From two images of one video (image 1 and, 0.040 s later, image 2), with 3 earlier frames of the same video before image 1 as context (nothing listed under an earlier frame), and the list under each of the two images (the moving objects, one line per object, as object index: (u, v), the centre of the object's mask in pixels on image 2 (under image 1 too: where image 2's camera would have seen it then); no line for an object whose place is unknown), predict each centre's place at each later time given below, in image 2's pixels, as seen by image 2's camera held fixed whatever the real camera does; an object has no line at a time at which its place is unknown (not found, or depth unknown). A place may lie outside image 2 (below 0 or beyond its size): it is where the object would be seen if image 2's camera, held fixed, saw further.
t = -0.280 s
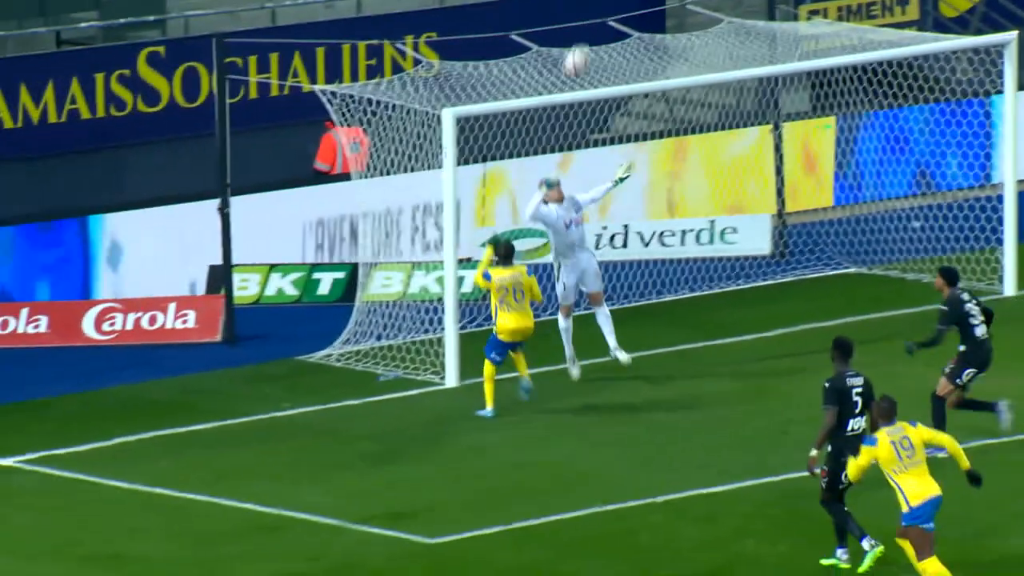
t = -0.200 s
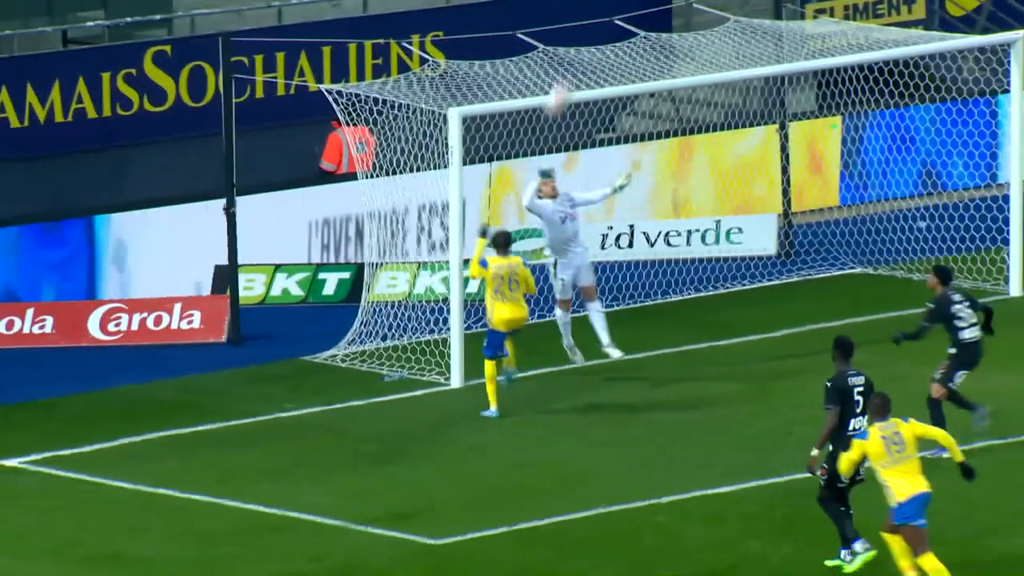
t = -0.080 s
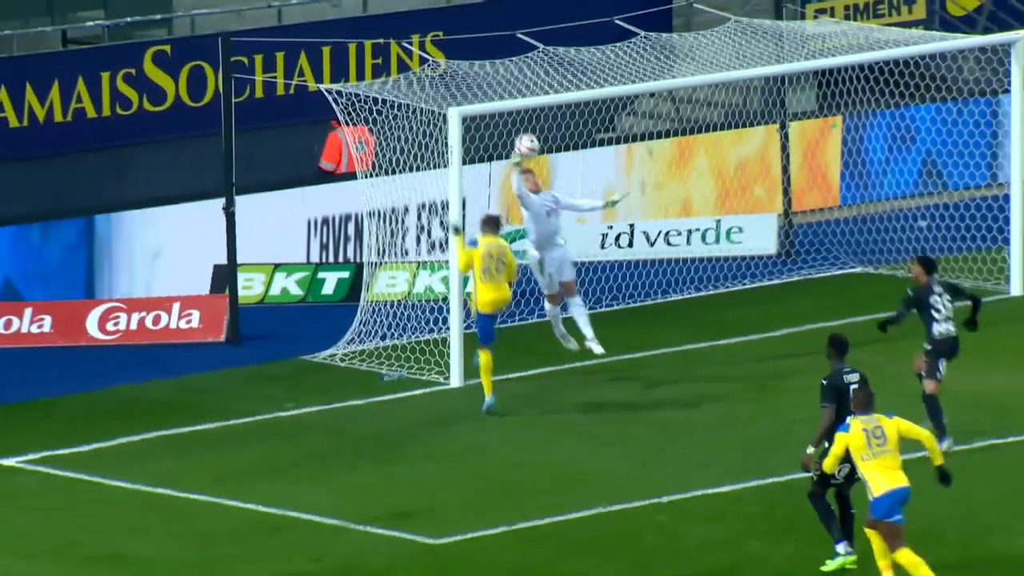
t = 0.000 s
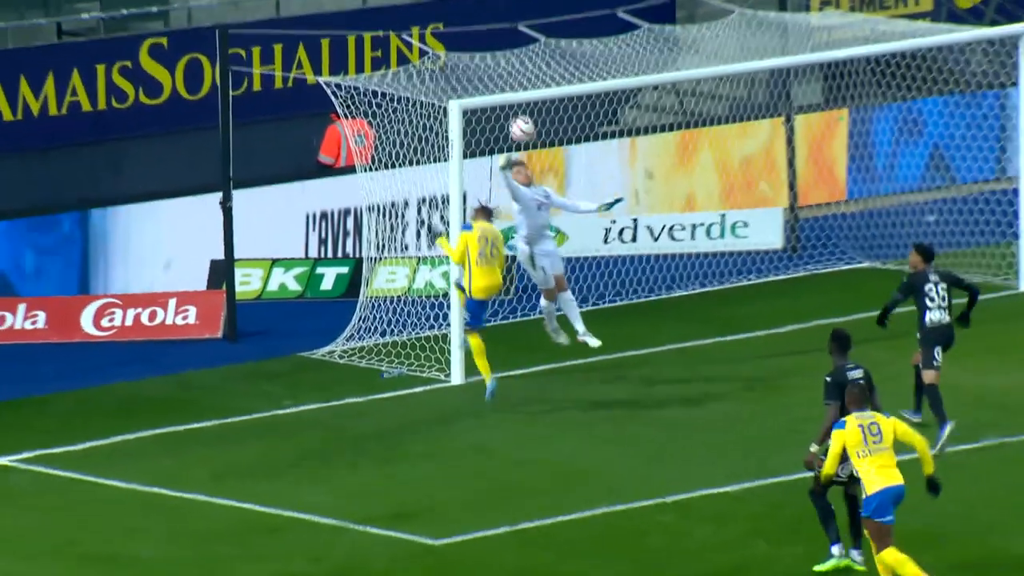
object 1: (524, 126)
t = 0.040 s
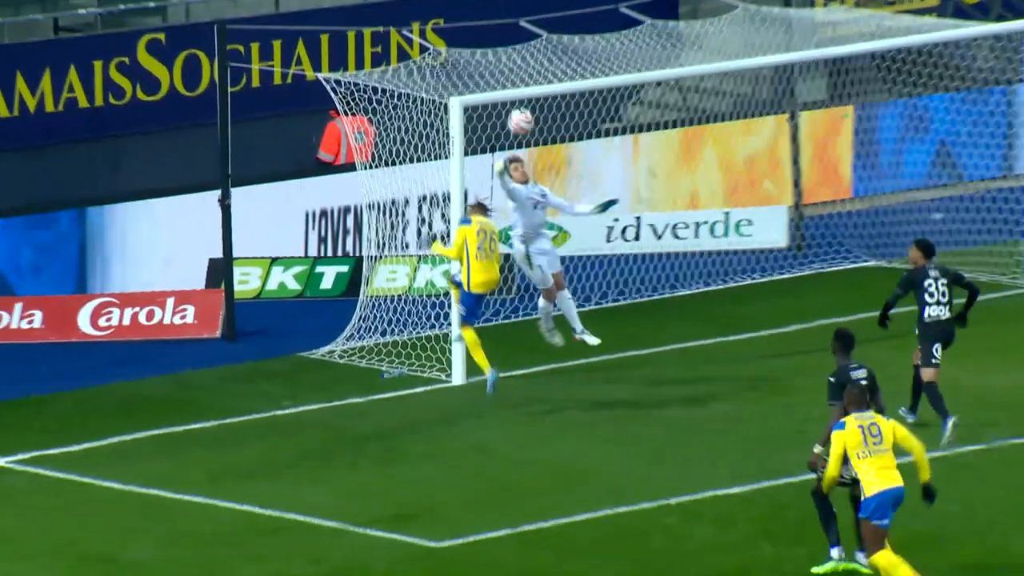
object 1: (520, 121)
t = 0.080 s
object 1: (518, 117)
